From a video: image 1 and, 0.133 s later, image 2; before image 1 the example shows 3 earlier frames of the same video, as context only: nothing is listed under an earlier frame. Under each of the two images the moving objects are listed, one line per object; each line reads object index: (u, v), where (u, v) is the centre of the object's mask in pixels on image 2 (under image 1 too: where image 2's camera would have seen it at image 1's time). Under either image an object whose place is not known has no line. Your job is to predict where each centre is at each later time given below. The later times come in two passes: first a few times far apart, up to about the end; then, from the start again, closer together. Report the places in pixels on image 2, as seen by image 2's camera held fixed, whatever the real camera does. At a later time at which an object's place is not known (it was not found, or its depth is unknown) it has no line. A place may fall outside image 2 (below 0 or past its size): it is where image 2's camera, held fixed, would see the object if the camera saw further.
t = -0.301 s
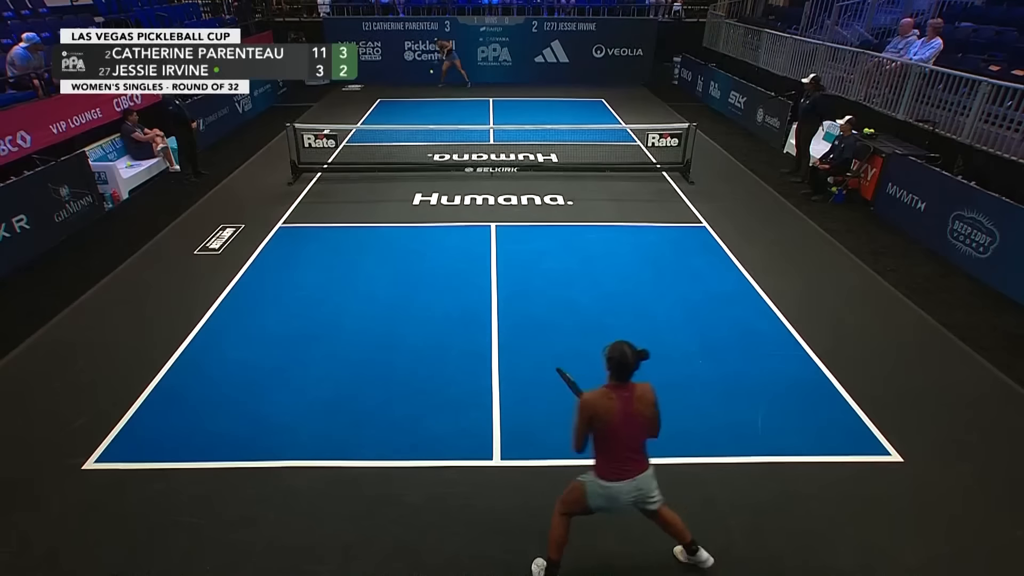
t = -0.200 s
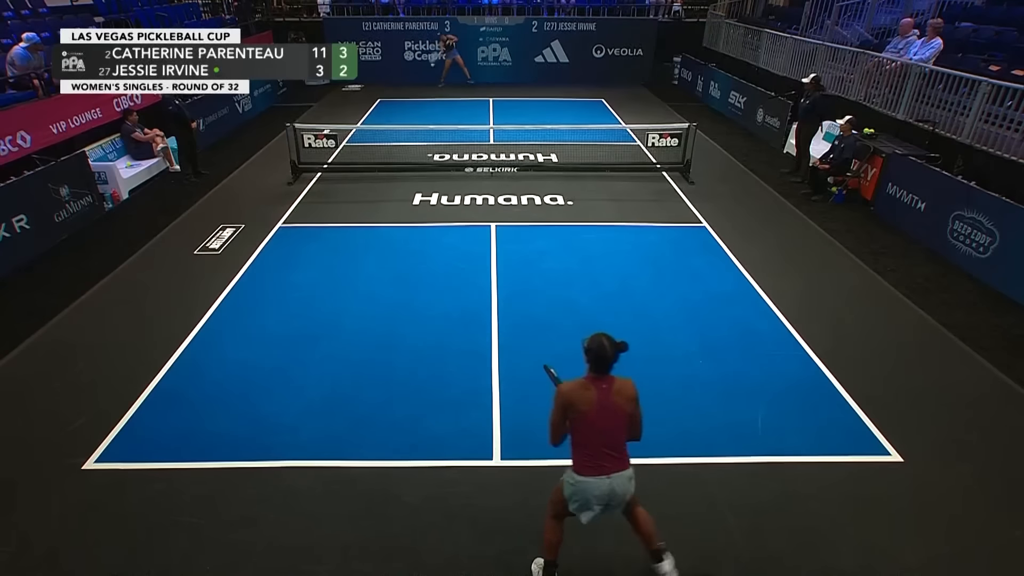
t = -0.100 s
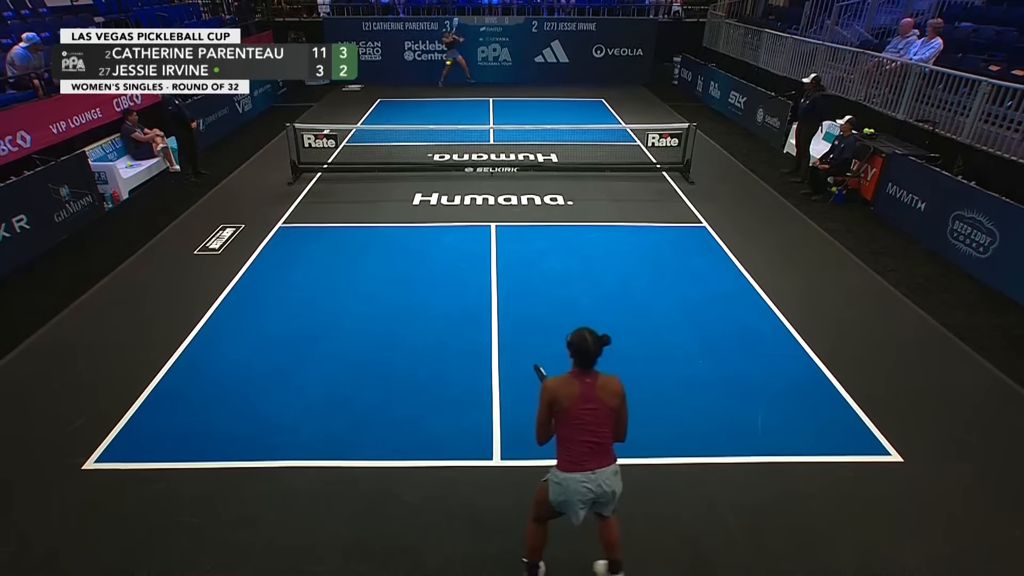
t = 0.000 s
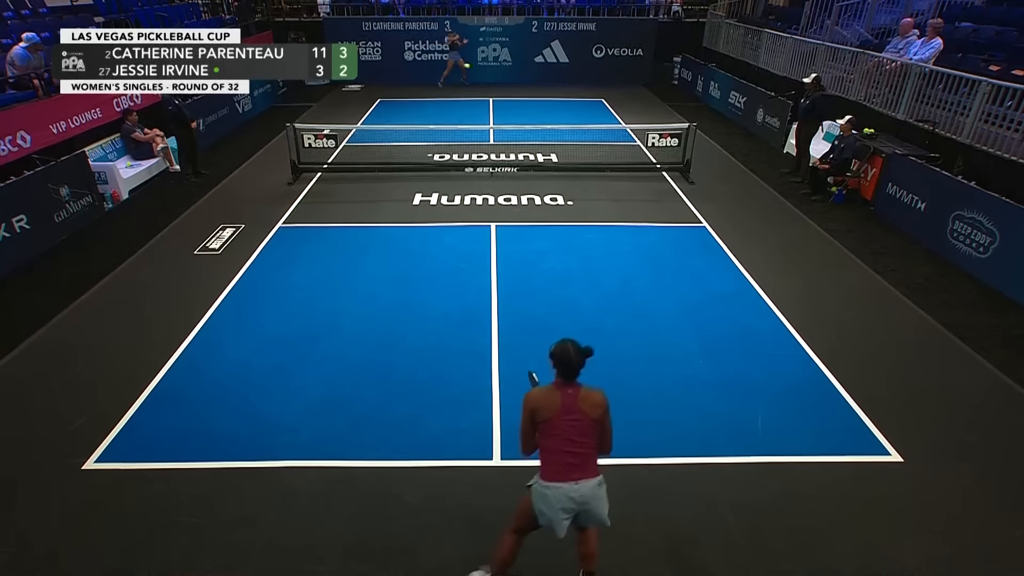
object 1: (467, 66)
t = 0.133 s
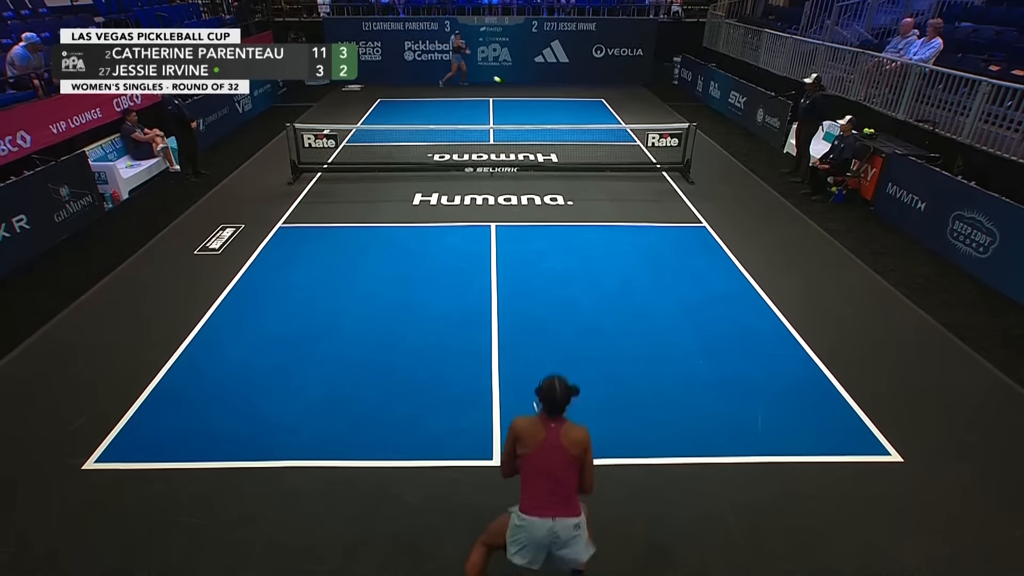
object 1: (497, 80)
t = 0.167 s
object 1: (505, 85)
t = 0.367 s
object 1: (567, 143)
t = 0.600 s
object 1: (657, 252)
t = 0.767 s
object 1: (728, 270)
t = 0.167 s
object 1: (505, 85)
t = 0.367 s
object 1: (567, 143)
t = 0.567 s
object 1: (645, 251)
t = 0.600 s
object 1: (657, 252)
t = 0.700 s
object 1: (698, 258)
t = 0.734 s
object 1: (712, 263)
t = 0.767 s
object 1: (728, 270)
